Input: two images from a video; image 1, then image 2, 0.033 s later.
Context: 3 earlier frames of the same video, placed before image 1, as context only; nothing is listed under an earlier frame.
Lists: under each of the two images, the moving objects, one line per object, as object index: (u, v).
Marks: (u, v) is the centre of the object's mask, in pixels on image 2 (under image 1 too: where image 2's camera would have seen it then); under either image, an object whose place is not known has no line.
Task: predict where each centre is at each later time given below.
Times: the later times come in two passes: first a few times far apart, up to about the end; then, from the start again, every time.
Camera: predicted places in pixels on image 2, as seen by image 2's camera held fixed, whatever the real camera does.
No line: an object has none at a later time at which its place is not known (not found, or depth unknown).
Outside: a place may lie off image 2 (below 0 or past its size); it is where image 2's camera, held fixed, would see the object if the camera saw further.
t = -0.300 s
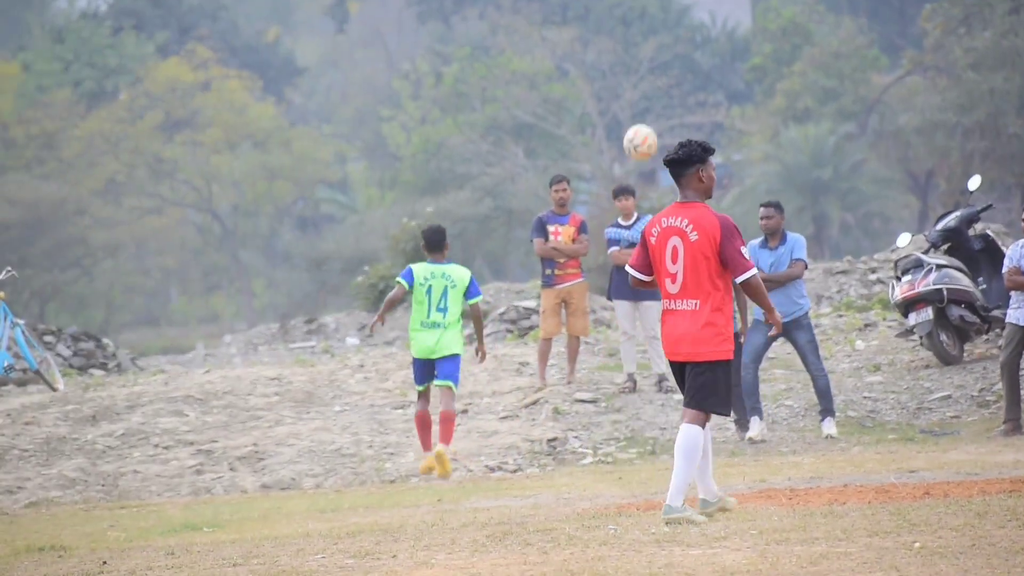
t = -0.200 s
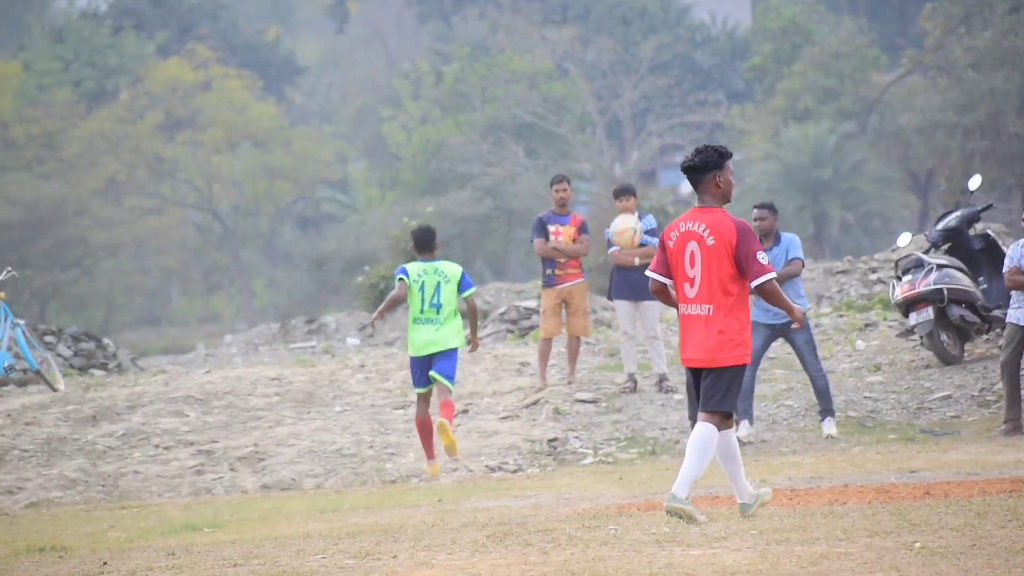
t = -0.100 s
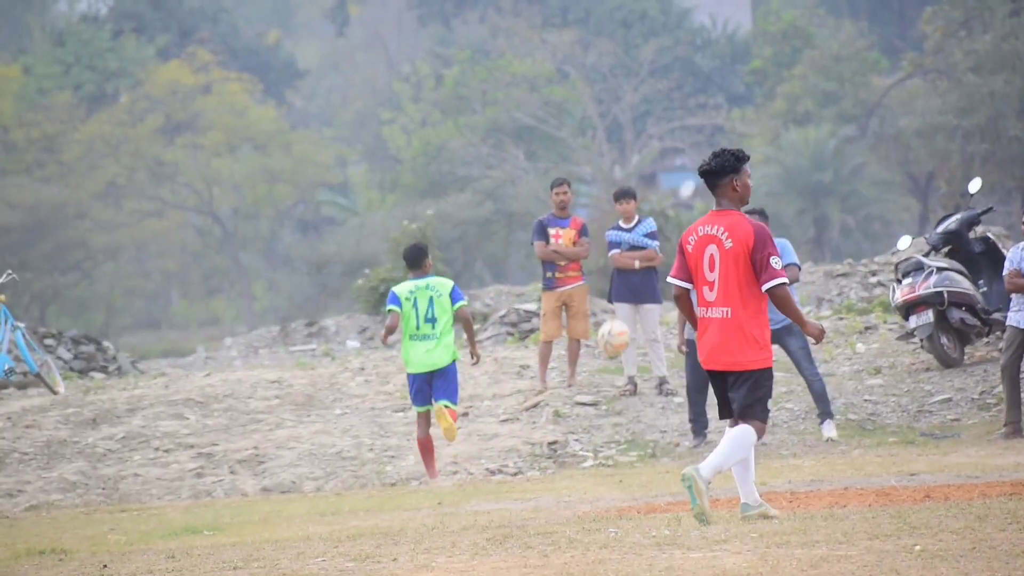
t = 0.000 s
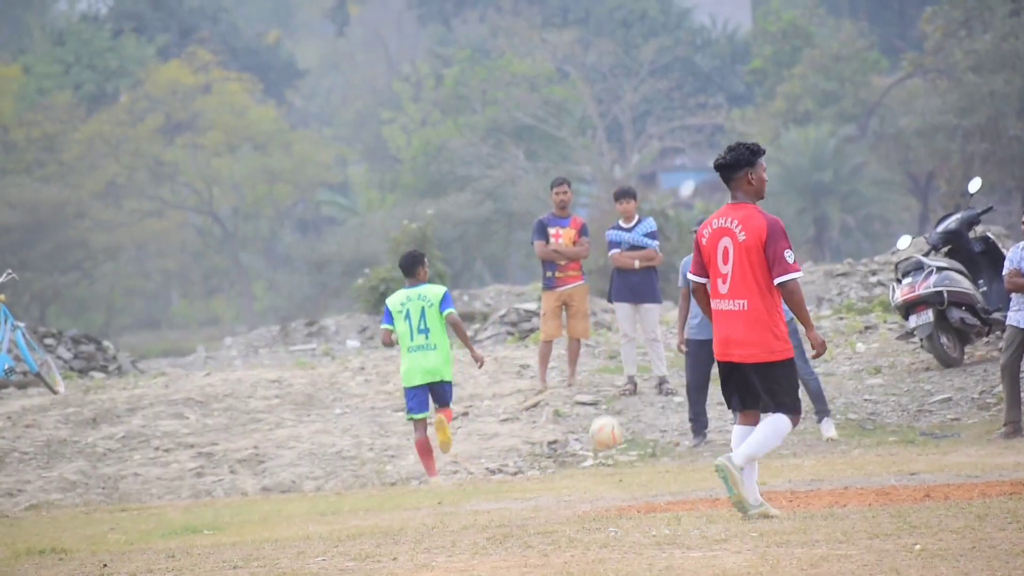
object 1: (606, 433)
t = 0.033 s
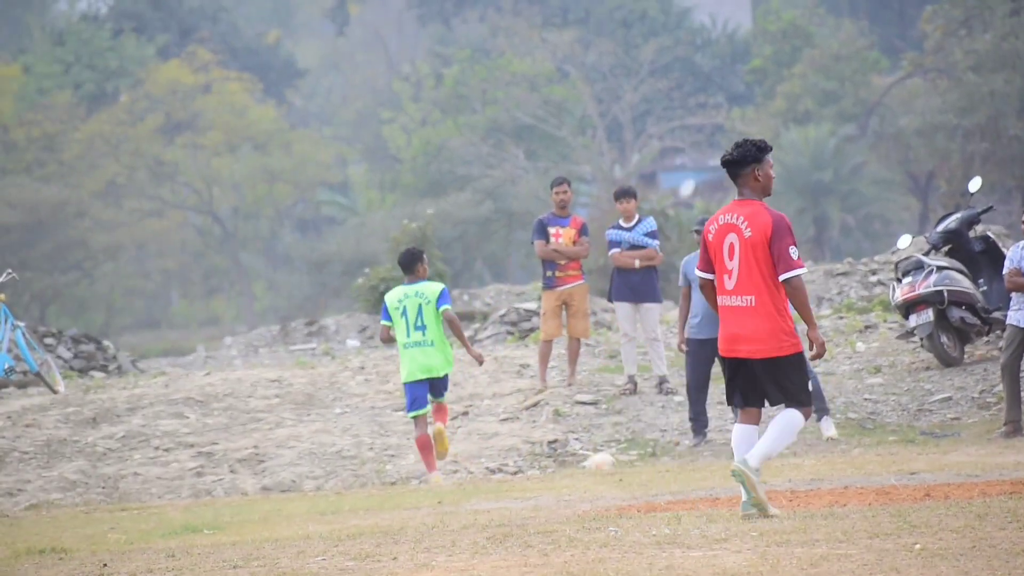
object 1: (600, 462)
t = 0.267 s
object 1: (525, 302)
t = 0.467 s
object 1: (467, 225)
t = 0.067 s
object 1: (591, 440)
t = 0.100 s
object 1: (579, 413)
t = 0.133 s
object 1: (568, 388)
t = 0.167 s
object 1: (557, 364)
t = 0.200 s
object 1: (546, 342)
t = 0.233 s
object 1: (535, 321)
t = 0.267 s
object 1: (525, 302)
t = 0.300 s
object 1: (514, 285)
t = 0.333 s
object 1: (504, 270)
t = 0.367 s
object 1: (495, 256)
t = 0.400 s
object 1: (485, 245)
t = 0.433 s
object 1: (475, 233)
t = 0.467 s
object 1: (467, 225)
